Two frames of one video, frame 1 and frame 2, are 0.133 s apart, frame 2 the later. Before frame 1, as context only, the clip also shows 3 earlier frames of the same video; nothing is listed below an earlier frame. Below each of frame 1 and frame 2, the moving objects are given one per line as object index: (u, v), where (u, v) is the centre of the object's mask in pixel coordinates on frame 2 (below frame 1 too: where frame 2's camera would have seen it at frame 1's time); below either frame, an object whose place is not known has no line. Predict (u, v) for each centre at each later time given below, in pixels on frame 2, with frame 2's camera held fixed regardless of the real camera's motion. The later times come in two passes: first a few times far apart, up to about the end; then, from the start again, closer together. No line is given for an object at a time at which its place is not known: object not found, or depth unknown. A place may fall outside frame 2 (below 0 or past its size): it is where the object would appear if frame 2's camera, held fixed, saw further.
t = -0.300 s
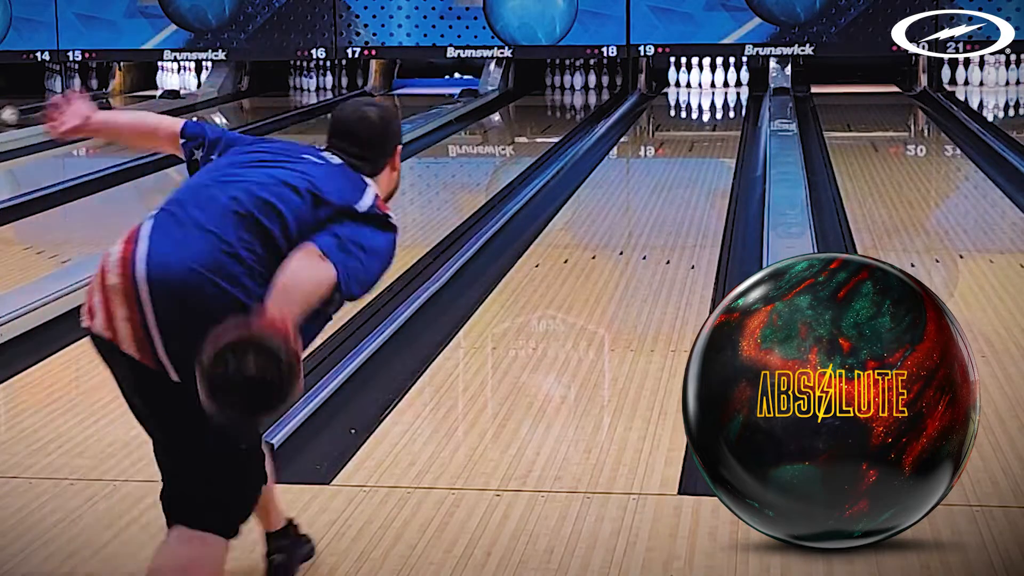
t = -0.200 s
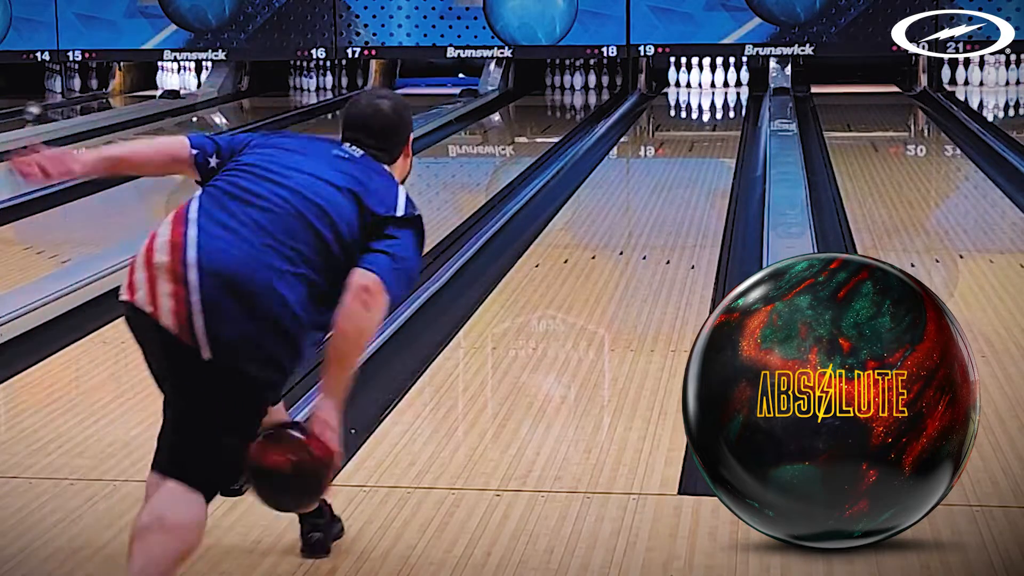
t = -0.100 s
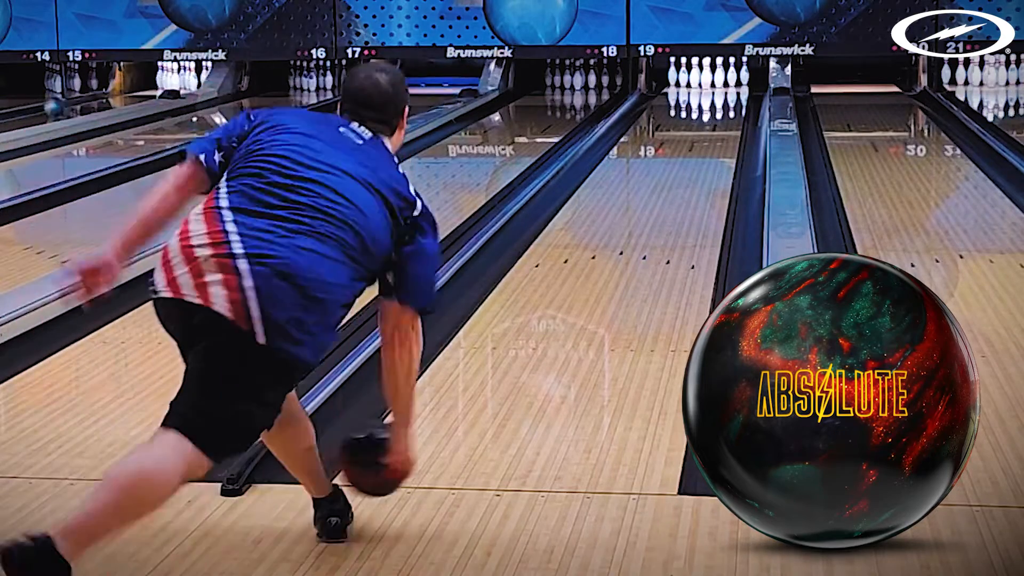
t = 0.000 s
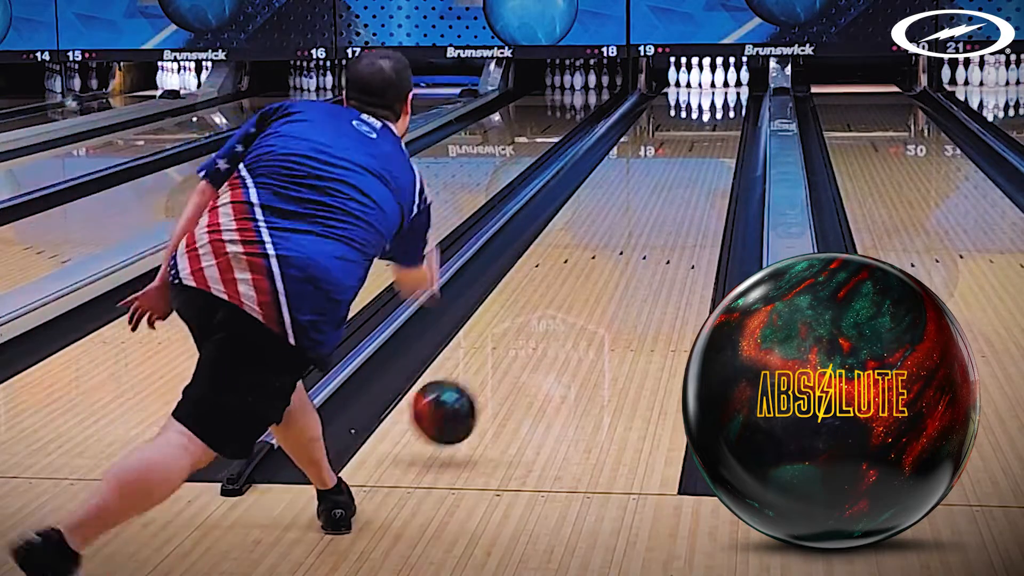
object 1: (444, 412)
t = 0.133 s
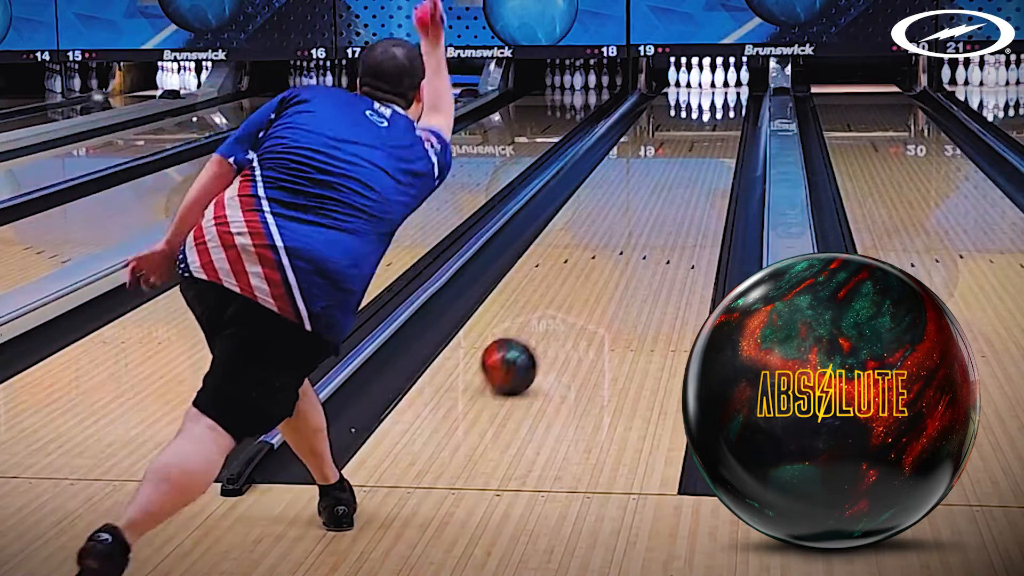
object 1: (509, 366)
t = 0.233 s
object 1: (546, 326)
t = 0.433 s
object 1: (602, 266)
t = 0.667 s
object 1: (646, 217)
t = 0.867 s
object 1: (674, 186)
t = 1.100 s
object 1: (698, 159)
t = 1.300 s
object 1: (713, 140)
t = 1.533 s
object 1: (725, 123)
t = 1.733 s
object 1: (731, 110)
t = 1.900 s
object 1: (732, 102)
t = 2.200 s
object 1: (726, 89)
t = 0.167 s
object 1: (522, 352)
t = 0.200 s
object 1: (534, 339)
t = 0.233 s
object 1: (546, 326)
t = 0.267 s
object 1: (557, 315)
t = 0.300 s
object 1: (567, 304)
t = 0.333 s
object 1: (576, 294)
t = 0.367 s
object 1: (585, 284)
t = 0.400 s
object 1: (594, 275)
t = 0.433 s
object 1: (602, 266)
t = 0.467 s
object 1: (609, 258)
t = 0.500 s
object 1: (616, 250)
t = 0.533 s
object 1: (623, 243)
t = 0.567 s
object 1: (629, 236)
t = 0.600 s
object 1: (635, 229)
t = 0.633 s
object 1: (641, 223)
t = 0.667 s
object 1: (646, 217)
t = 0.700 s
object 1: (652, 211)
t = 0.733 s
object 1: (657, 206)
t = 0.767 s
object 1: (661, 200)
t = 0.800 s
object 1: (666, 195)
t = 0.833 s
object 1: (670, 191)
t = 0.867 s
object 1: (674, 186)
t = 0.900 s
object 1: (678, 182)
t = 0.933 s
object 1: (682, 177)
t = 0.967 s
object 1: (685, 173)
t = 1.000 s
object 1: (689, 170)
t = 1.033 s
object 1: (692, 166)
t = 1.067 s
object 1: (695, 162)
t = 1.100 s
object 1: (698, 159)
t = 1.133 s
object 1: (701, 155)
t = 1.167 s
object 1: (703, 152)
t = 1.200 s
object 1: (706, 149)
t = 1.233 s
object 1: (709, 146)
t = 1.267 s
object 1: (711, 143)
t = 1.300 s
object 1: (713, 140)
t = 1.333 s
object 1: (715, 138)
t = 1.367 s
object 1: (717, 135)
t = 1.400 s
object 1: (719, 132)
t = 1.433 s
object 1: (721, 130)
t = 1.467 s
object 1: (722, 128)
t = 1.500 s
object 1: (724, 125)
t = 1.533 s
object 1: (725, 123)
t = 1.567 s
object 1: (726, 121)
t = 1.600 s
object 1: (728, 118)
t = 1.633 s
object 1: (729, 116)
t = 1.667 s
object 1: (730, 114)
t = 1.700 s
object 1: (731, 112)
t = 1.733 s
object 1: (731, 110)
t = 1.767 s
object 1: (732, 109)
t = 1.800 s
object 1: (732, 107)
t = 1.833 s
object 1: (732, 106)
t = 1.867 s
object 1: (732, 104)
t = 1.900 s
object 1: (732, 102)
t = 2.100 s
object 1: (730, 94)
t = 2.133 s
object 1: (729, 92)
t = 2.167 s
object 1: (727, 90)
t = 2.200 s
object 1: (726, 89)
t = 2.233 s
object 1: (724, 88)
